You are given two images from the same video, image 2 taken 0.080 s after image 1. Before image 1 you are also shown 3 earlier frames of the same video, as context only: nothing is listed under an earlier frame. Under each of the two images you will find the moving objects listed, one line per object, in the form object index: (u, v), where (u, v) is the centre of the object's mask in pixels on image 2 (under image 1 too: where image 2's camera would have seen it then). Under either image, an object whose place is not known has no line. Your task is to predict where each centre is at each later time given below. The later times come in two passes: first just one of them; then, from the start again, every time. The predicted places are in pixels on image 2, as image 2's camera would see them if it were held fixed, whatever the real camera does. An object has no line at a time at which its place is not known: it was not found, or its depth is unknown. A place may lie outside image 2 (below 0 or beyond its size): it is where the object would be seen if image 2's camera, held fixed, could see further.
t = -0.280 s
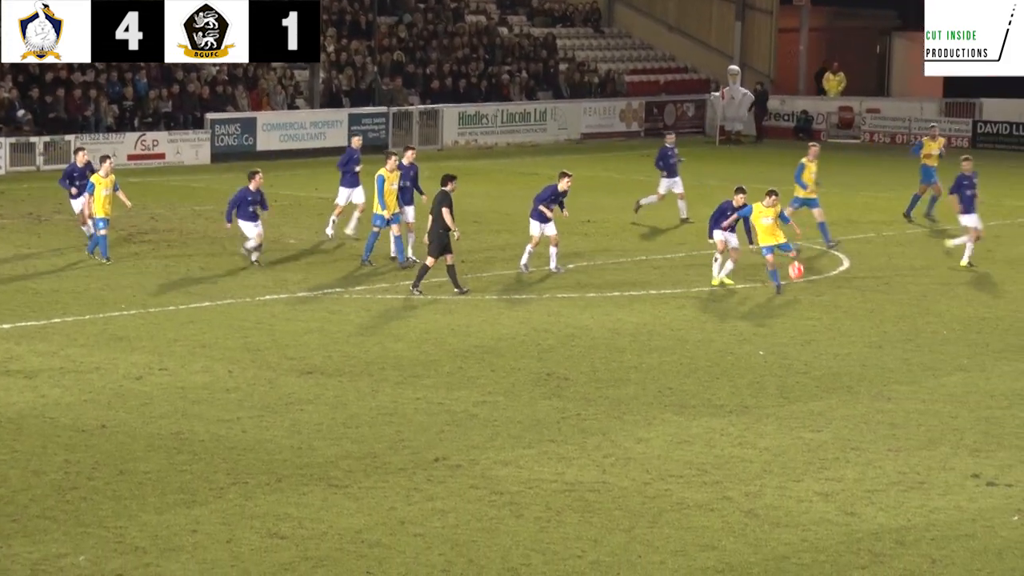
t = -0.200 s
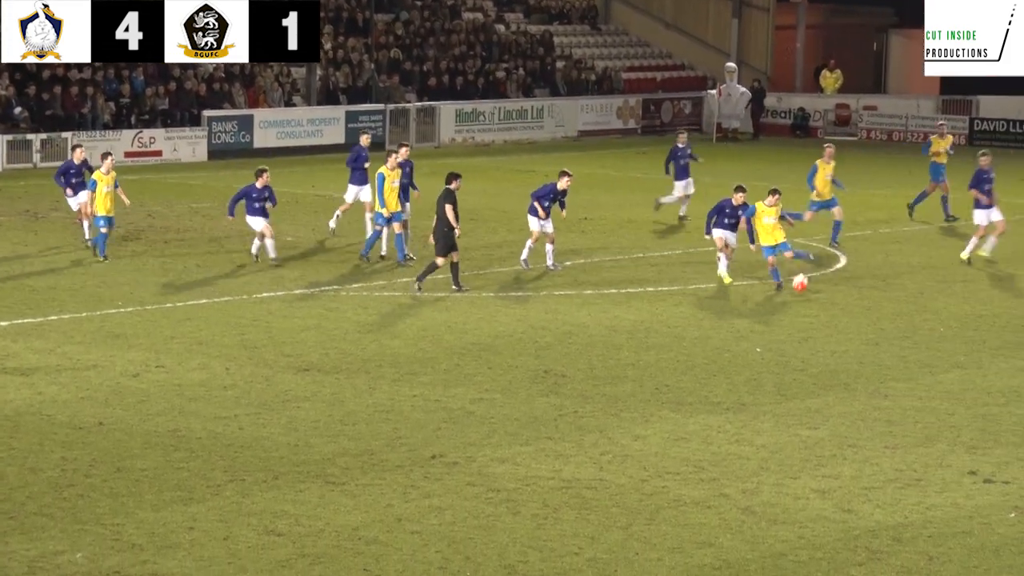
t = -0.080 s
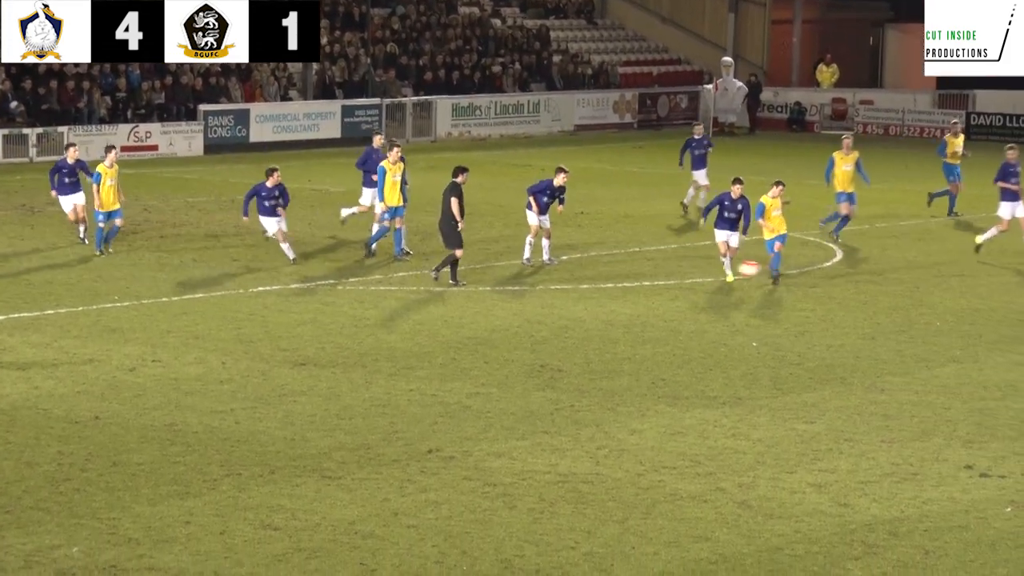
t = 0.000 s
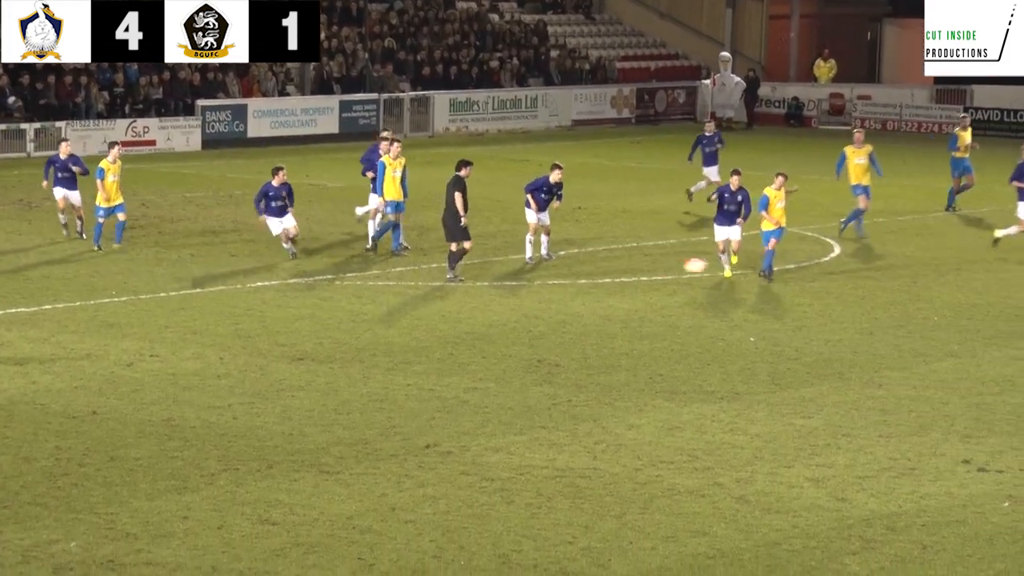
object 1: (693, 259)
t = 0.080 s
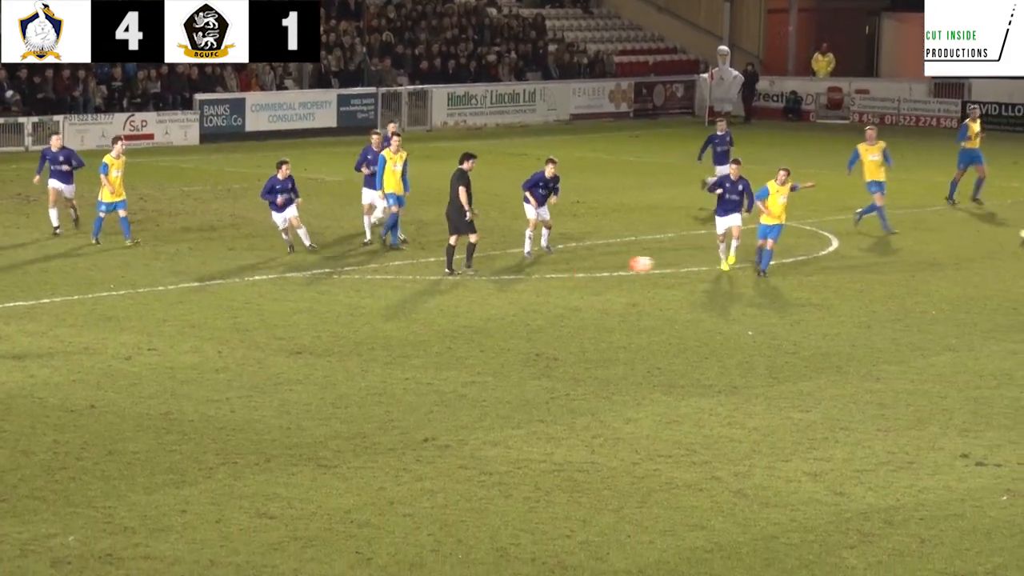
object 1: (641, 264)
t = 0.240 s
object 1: (533, 283)
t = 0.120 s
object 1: (614, 267)
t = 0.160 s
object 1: (588, 271)
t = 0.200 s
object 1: (560, 276)
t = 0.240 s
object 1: (533, 283)
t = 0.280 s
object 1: (505, 289)
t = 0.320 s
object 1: (476, 296)
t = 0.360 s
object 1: (448, 305)
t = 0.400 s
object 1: (420, 311)
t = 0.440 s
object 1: (394, 308)
